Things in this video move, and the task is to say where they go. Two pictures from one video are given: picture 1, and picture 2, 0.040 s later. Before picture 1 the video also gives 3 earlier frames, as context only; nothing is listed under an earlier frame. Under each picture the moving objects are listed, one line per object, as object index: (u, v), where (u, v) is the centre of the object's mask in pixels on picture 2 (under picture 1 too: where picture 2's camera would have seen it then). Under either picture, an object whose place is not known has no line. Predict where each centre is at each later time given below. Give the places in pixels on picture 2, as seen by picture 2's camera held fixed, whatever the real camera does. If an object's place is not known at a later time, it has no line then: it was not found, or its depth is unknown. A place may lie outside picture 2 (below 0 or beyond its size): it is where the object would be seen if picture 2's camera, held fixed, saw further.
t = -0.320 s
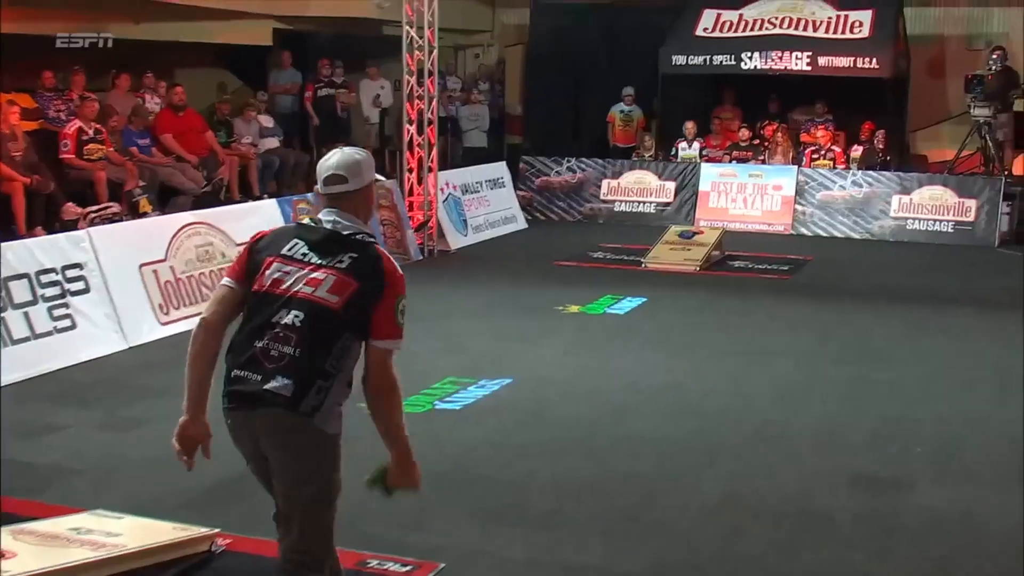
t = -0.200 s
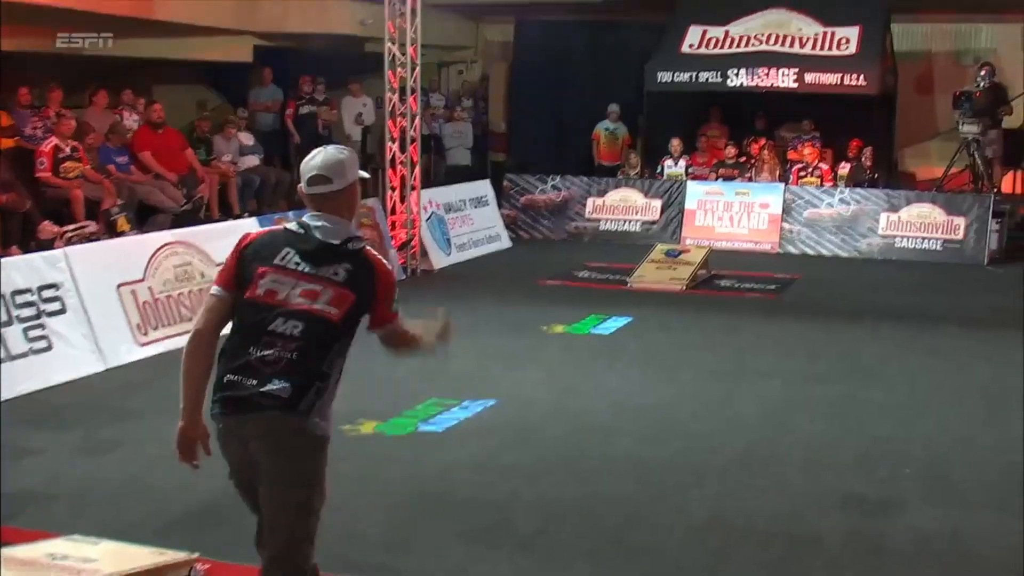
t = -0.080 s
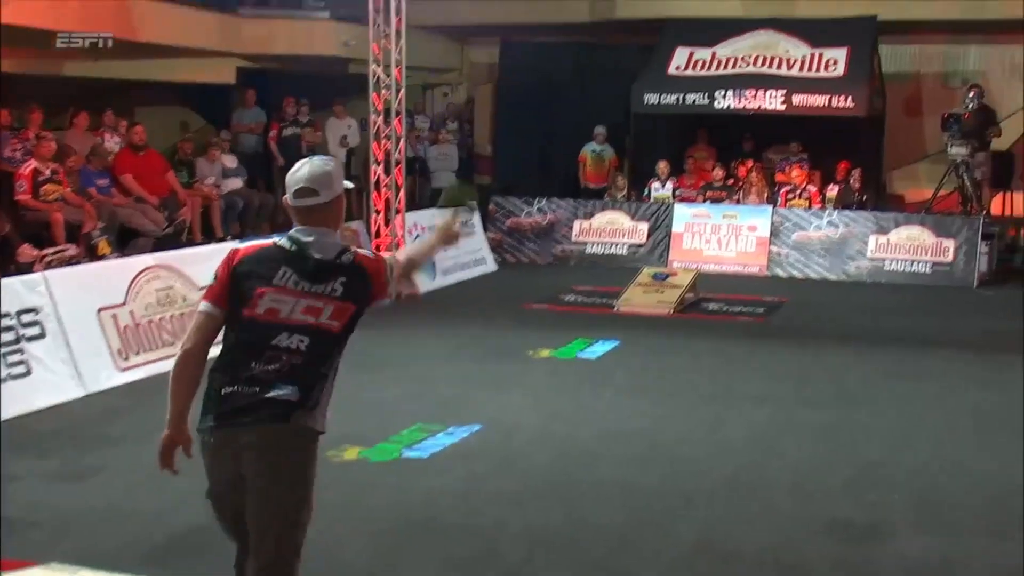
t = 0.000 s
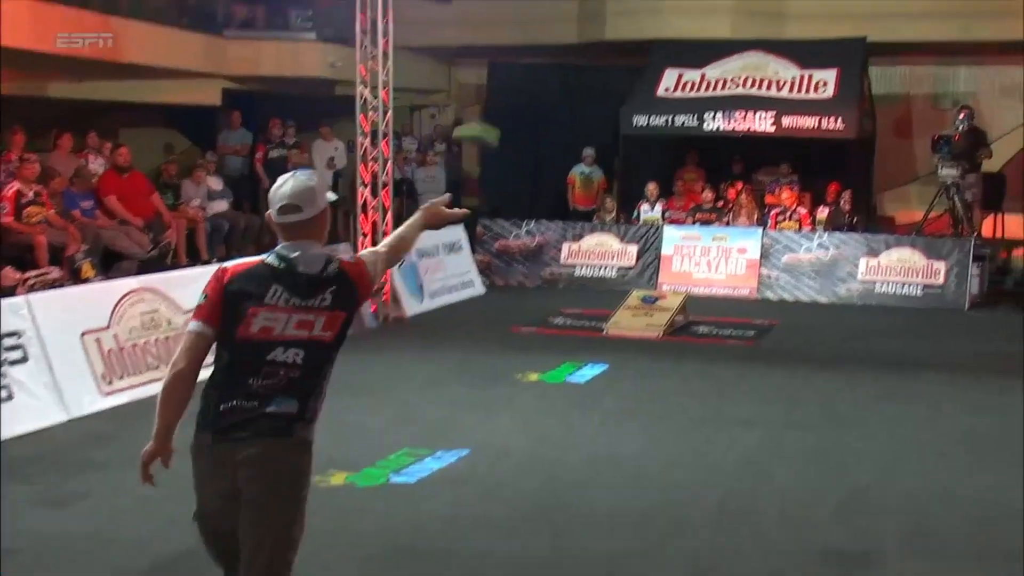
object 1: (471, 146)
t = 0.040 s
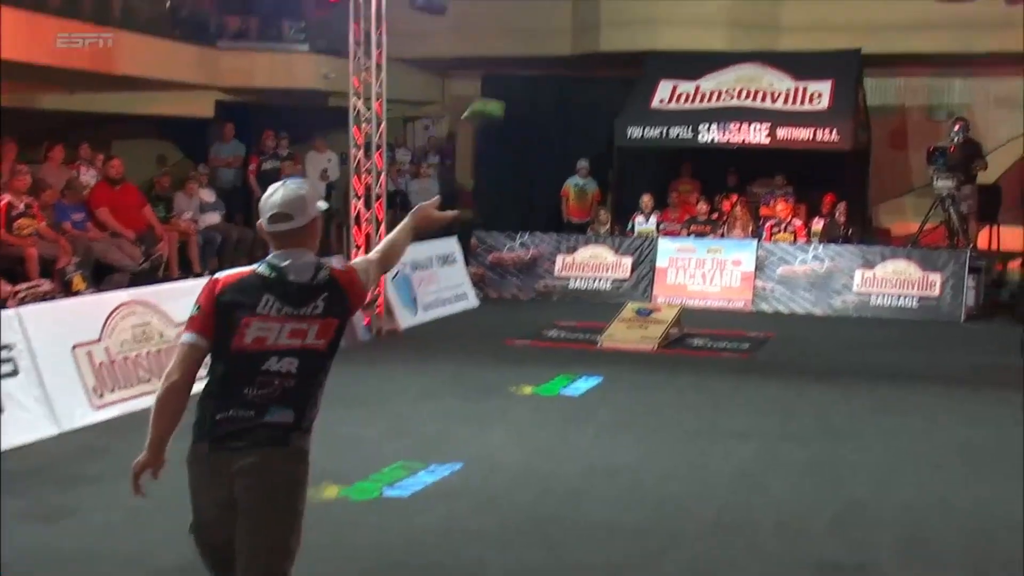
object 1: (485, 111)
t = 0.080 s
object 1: (495, 83)
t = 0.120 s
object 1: (506, 58)
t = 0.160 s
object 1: (518, 36)
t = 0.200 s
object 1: (527, 19)
